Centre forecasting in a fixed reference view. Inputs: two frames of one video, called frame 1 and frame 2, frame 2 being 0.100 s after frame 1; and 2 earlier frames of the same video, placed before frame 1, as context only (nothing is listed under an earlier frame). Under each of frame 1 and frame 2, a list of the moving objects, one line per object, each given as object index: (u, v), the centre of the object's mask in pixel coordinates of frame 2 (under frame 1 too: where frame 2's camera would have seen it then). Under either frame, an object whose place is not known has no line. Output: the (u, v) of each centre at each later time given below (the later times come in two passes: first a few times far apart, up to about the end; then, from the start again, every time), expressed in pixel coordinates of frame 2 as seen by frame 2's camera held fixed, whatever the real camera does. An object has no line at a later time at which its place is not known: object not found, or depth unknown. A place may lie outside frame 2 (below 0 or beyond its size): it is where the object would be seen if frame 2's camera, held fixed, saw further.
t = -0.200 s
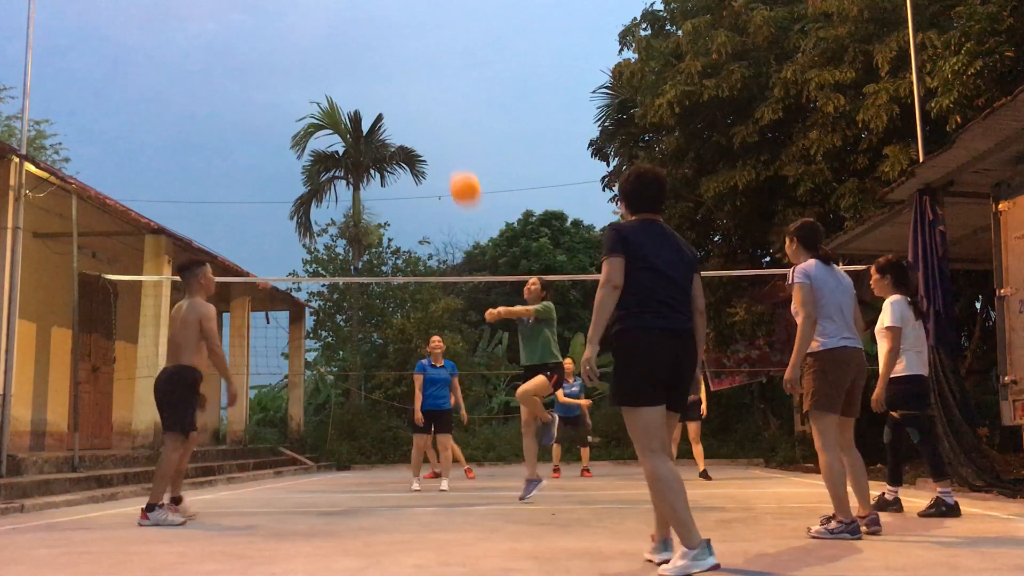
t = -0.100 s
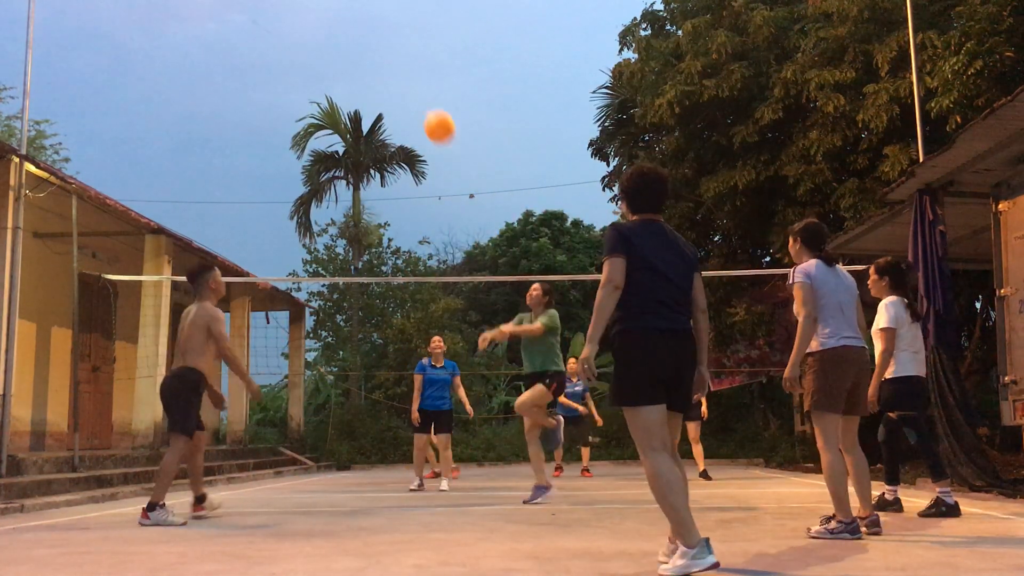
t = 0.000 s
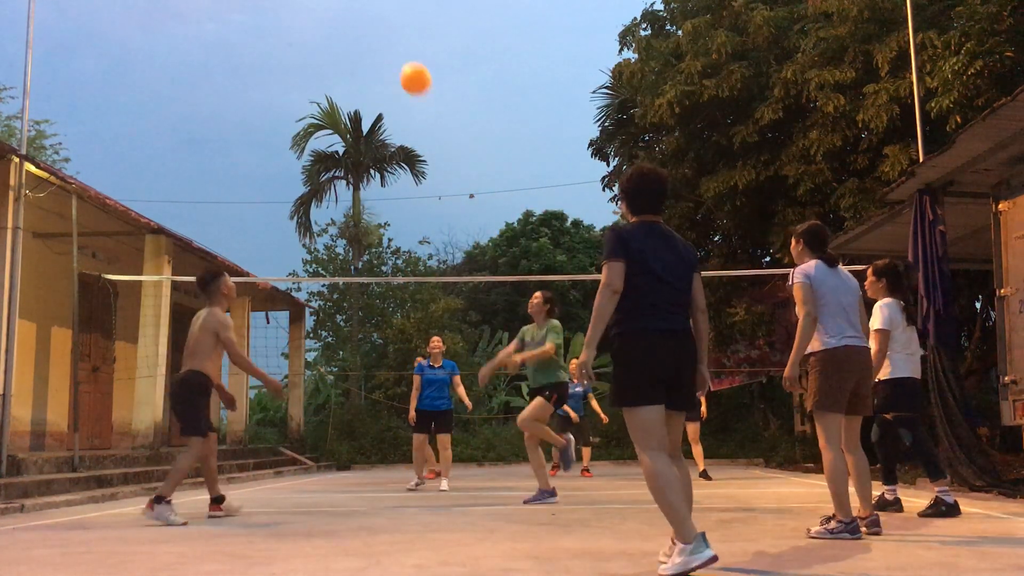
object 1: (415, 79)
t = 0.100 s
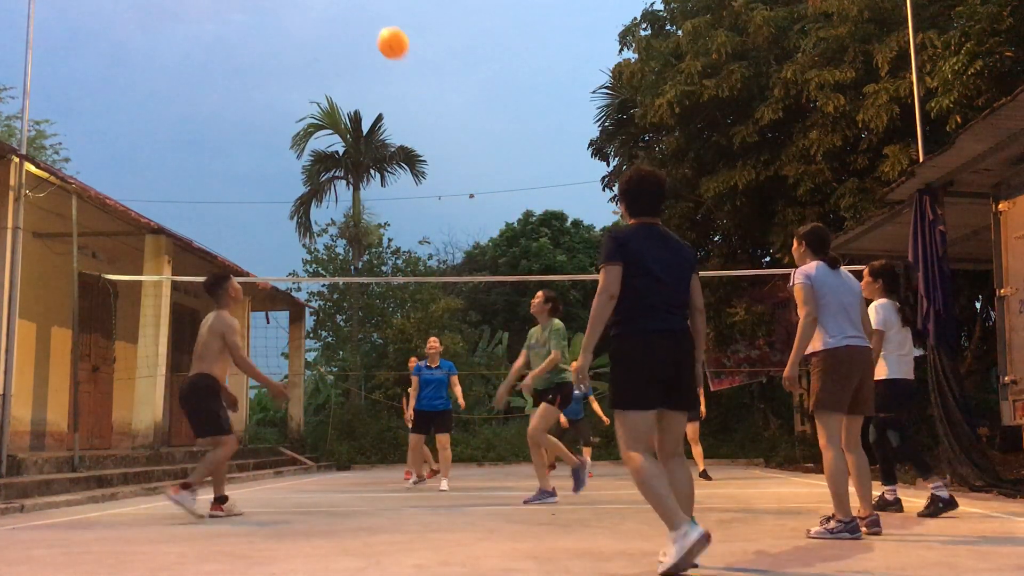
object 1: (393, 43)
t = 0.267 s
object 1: (356, 11)
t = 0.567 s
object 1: (288, 30)
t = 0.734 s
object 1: (250, 89)
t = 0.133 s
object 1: (385, 33)
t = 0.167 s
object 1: (378, 25)
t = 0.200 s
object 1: (370, 19)
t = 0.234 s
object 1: (363, 14)
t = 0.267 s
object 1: (356, 11)
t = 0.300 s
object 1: (348, 10)
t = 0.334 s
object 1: (341, 9)
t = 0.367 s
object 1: (333, 9)
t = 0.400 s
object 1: (326, 9)
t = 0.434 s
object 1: (318, 10)
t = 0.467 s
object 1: (311, 13)
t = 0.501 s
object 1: (303, 16)
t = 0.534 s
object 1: (295, 23)
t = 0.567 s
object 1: (288, 30)
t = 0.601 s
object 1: (280, 39)
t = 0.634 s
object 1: (273, 50)
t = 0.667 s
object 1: (265, 61)
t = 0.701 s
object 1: (258, 74)
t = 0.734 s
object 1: (250, 89)
